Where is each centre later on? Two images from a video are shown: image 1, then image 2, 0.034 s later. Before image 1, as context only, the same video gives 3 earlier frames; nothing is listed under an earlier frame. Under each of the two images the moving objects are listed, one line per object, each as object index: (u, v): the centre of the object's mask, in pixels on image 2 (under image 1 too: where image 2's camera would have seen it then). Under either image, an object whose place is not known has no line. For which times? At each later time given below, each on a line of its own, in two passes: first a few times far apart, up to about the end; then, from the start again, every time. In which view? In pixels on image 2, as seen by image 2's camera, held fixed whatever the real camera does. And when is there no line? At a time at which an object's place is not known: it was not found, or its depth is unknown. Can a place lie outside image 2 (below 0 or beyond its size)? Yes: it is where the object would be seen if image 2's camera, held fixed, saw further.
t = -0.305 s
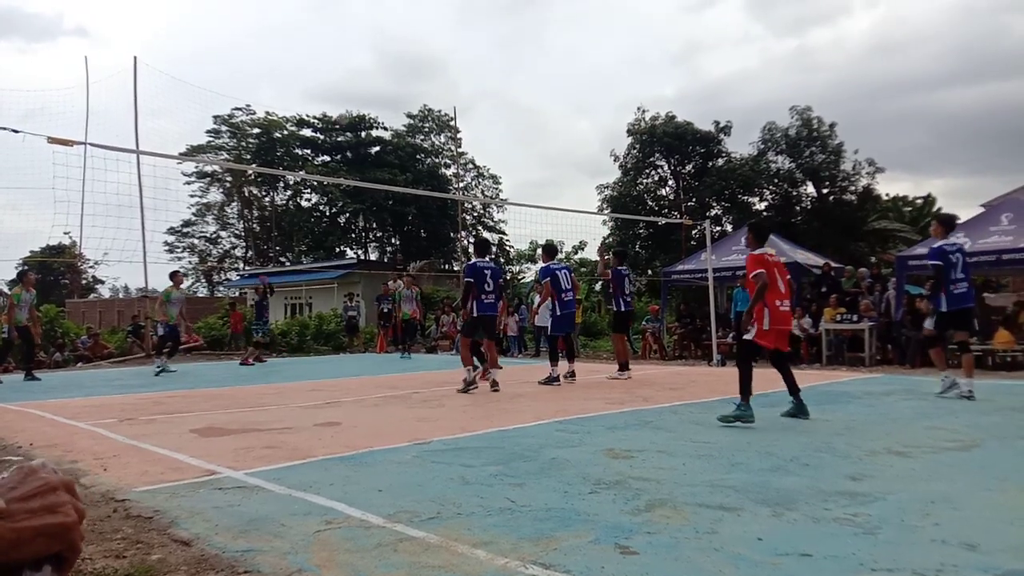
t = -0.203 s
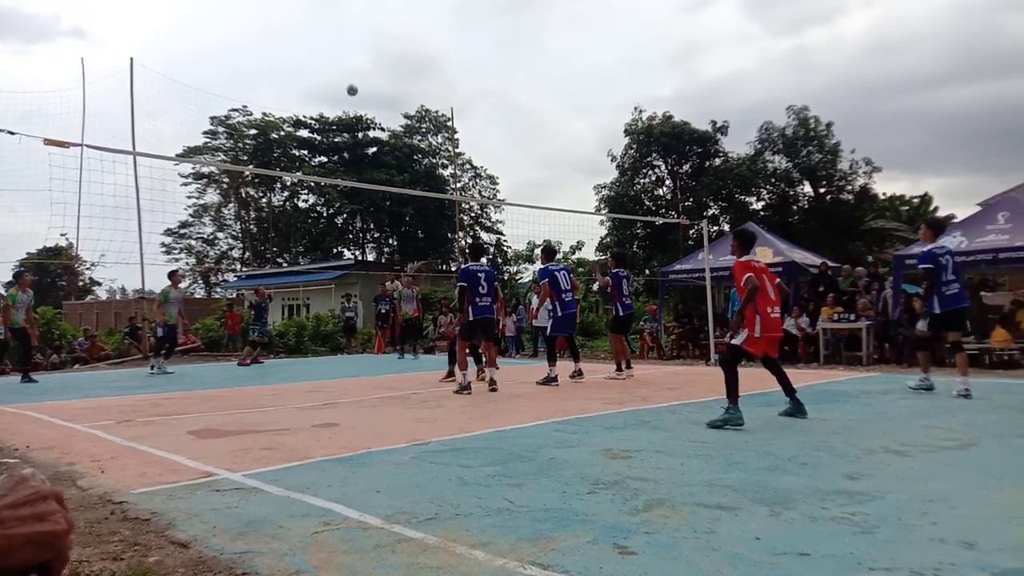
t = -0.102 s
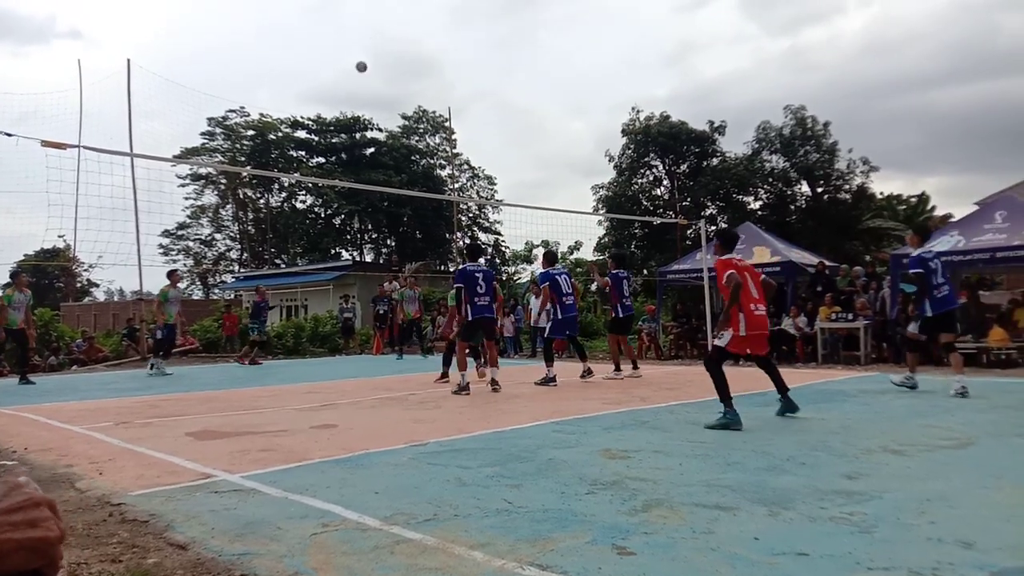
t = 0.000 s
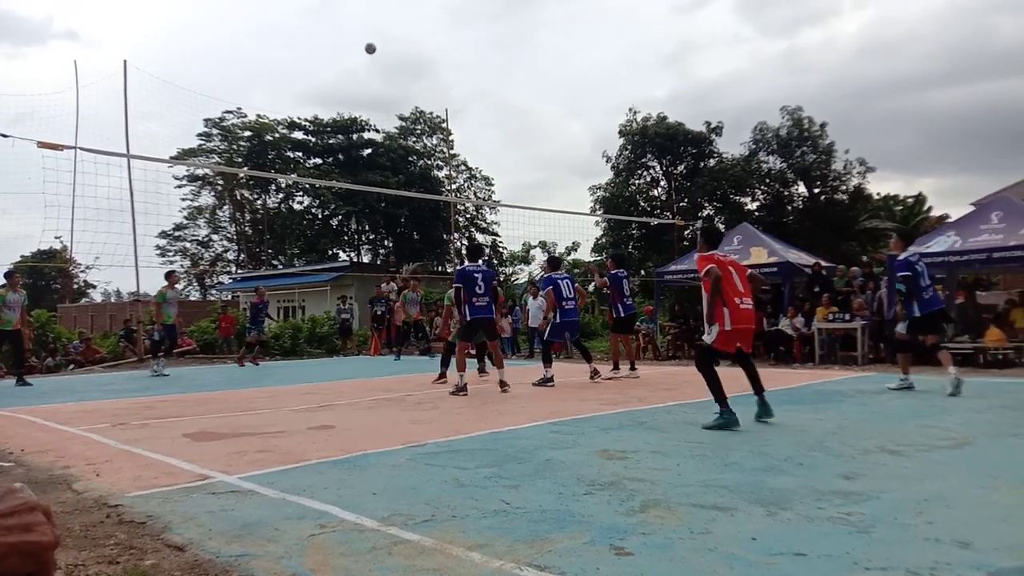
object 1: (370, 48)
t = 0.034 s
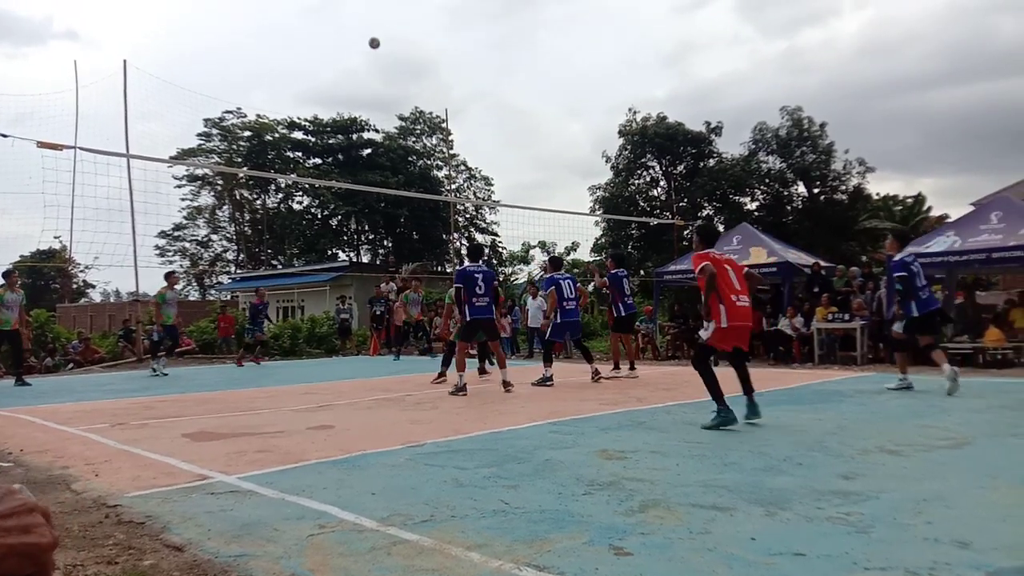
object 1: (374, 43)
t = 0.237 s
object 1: (398, 23)
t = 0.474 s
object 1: (428, 28)
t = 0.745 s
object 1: (465, 73)
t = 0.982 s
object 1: (499, 150)
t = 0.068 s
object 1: (378, 38)
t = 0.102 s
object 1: (382, 34)
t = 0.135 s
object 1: (386, 30)
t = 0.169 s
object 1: (390, 27)
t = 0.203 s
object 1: (394, 25)
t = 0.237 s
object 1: (398, 23)
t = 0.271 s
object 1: (402, 22)
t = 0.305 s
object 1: (407, 22)
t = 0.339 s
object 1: (411, 22)
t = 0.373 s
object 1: (415, 22)
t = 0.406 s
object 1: (420, 23)
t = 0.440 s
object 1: (424, 26)
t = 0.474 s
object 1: (428, 28)
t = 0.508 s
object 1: (432, 32)
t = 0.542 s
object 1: (437, 35)
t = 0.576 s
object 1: (441, 40)
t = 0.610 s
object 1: (446, 45)
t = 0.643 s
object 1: (451, 51)
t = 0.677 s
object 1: (455, 58)
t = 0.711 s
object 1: (460, 65)
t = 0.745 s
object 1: (465, 73)
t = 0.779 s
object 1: (470, 82)
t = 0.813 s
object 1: (475, 92)
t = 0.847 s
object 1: (479, 102)
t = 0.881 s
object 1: (484, 113)
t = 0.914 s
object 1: (489, 124)
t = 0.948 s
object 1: (494, 137)
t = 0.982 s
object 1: (499, 150)
